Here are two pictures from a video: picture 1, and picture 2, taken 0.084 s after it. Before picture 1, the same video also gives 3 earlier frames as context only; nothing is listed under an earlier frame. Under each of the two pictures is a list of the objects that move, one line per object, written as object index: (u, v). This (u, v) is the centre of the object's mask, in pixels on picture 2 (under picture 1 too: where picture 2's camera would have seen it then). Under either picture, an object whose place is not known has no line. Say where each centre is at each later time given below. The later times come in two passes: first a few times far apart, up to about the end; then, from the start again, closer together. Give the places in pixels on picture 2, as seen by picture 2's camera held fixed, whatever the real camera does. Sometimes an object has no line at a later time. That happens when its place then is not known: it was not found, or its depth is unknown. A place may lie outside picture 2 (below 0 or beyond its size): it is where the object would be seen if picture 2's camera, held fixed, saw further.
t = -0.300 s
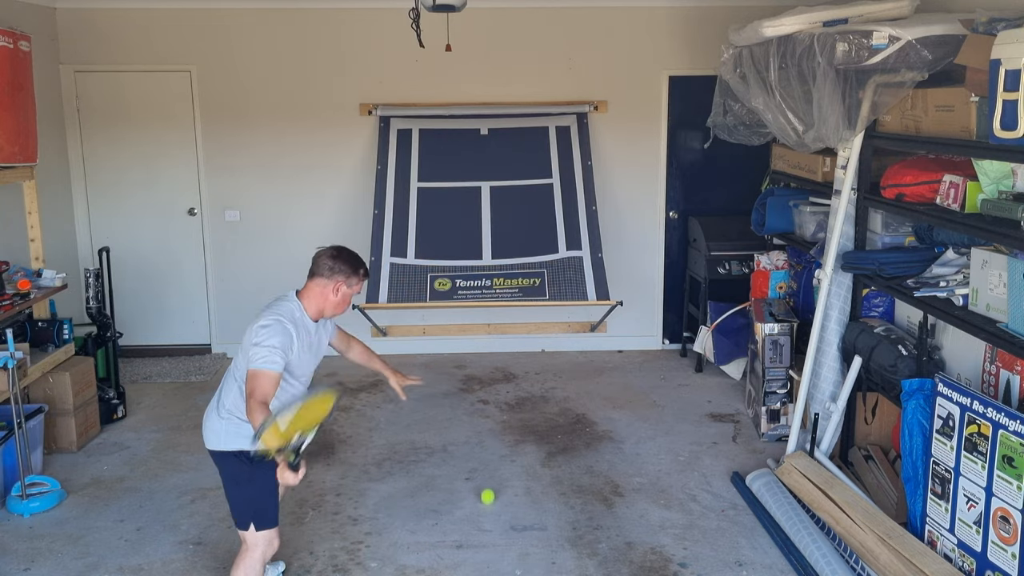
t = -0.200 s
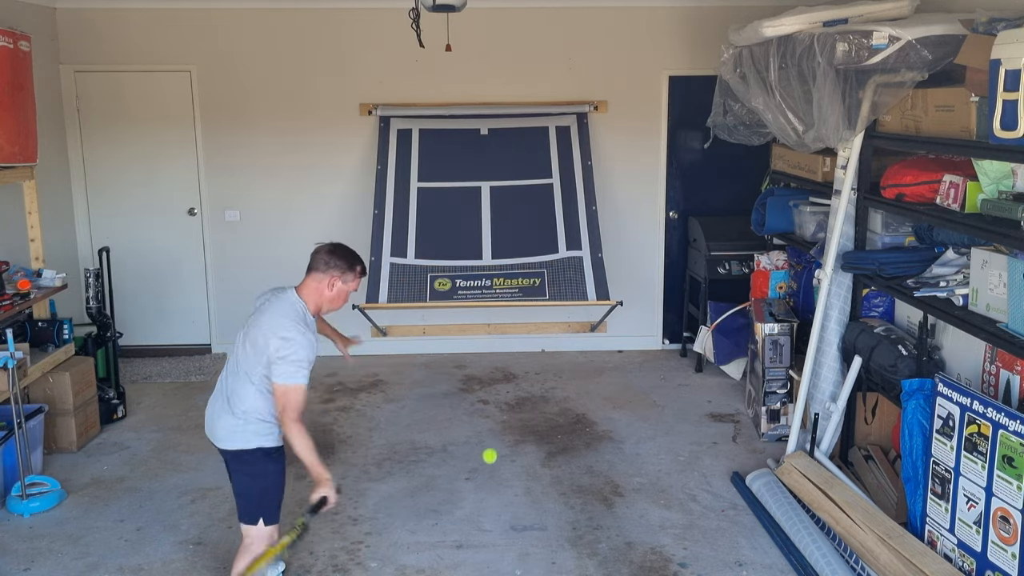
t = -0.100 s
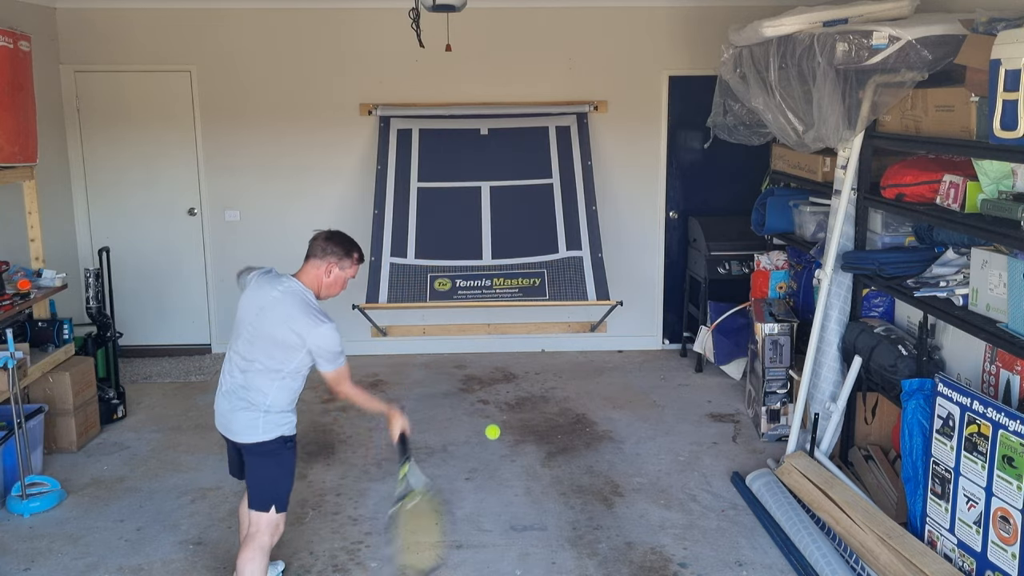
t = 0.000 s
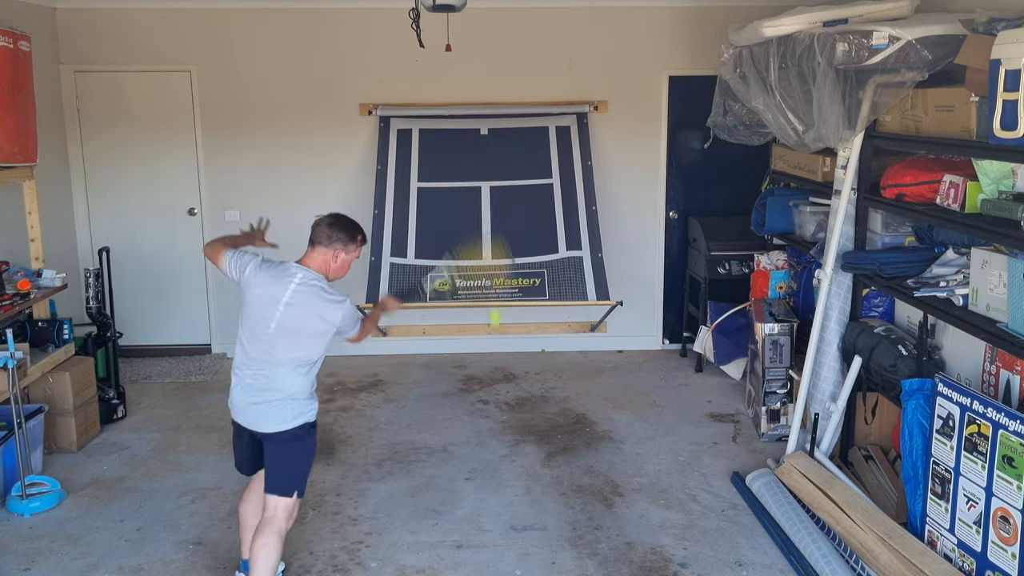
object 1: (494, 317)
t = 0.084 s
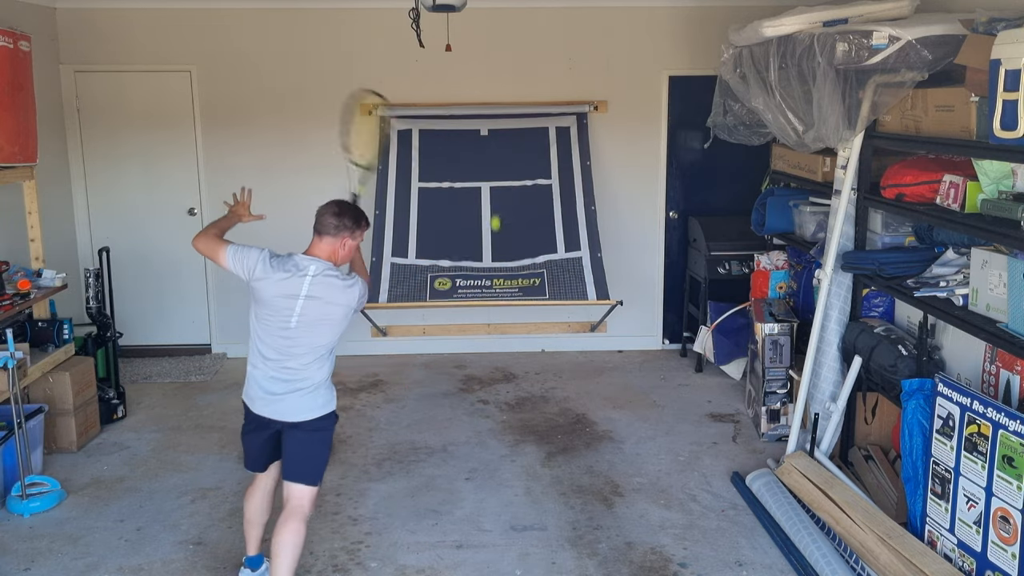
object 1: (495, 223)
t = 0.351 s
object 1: (502, 118)
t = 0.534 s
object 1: (501, 122)
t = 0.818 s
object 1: (502, 168)
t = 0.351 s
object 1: (502, 118)
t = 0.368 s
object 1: (502, 118)
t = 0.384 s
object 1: (501, 118)
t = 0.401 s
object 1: (502, 118)
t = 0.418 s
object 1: (501, 118)
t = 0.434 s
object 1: (502, 118)
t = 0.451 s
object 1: (502, 118)
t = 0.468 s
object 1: (502, 118)
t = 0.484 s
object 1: (501, 119)
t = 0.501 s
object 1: (502, 120)
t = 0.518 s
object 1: (502, 121)
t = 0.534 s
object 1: (501, 122)
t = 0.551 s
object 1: (501, 124)
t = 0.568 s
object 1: (501, 126)
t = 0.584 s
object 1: (501, 128)
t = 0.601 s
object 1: (501, 130)
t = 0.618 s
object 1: (501, 132)
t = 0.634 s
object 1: (501, 135)
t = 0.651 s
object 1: (501, 137)
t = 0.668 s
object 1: (501, 140)
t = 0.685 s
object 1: (501, 143)
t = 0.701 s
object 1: (501, 145)
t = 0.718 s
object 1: (502, 148)
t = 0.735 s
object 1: (501, 151)
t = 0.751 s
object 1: (502, 154)
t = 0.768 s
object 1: (502, 157)
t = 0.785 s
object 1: (502, 161)
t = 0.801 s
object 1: (502, 164)
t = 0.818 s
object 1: (502, 168)
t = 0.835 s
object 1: (502, 172)
